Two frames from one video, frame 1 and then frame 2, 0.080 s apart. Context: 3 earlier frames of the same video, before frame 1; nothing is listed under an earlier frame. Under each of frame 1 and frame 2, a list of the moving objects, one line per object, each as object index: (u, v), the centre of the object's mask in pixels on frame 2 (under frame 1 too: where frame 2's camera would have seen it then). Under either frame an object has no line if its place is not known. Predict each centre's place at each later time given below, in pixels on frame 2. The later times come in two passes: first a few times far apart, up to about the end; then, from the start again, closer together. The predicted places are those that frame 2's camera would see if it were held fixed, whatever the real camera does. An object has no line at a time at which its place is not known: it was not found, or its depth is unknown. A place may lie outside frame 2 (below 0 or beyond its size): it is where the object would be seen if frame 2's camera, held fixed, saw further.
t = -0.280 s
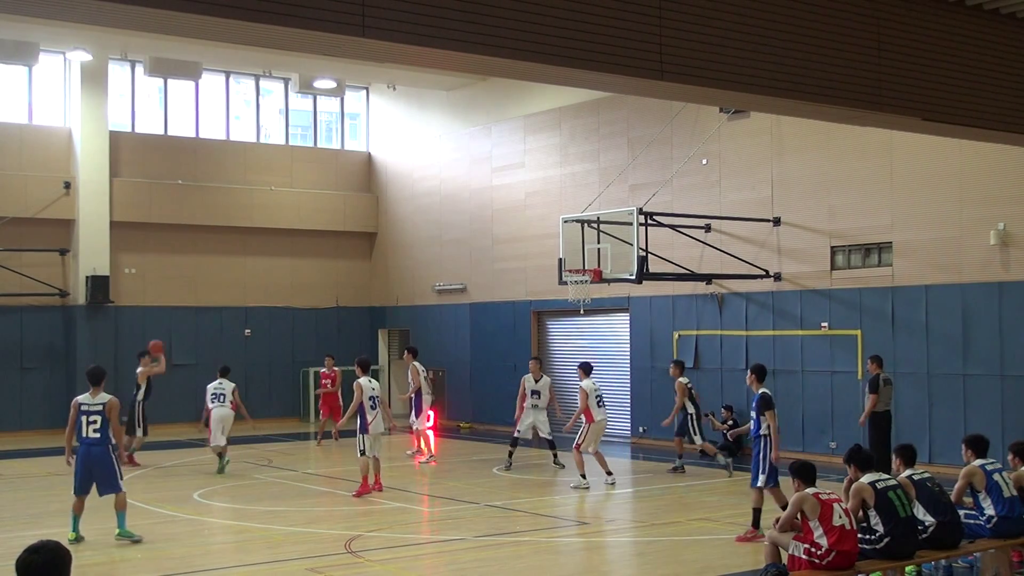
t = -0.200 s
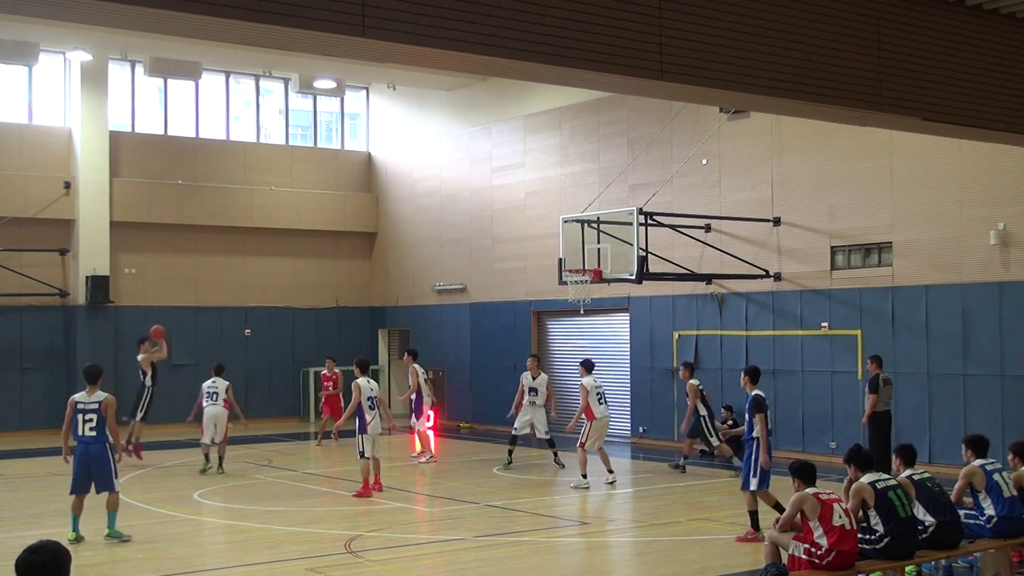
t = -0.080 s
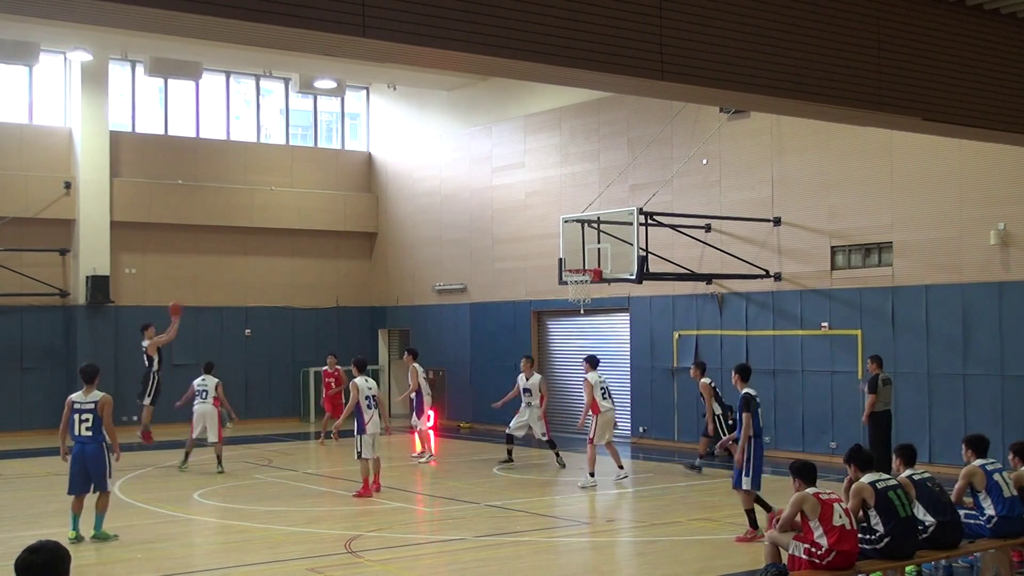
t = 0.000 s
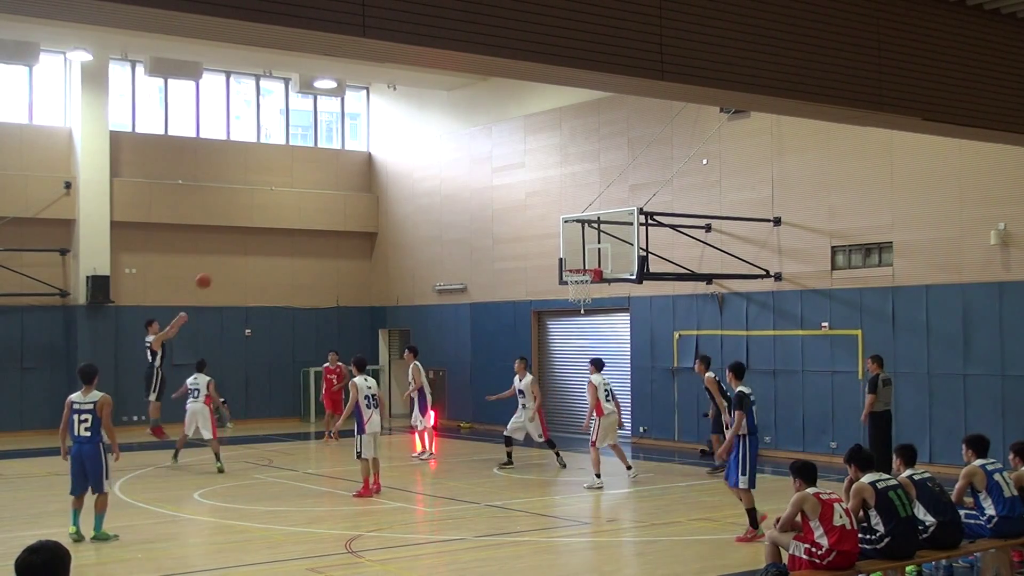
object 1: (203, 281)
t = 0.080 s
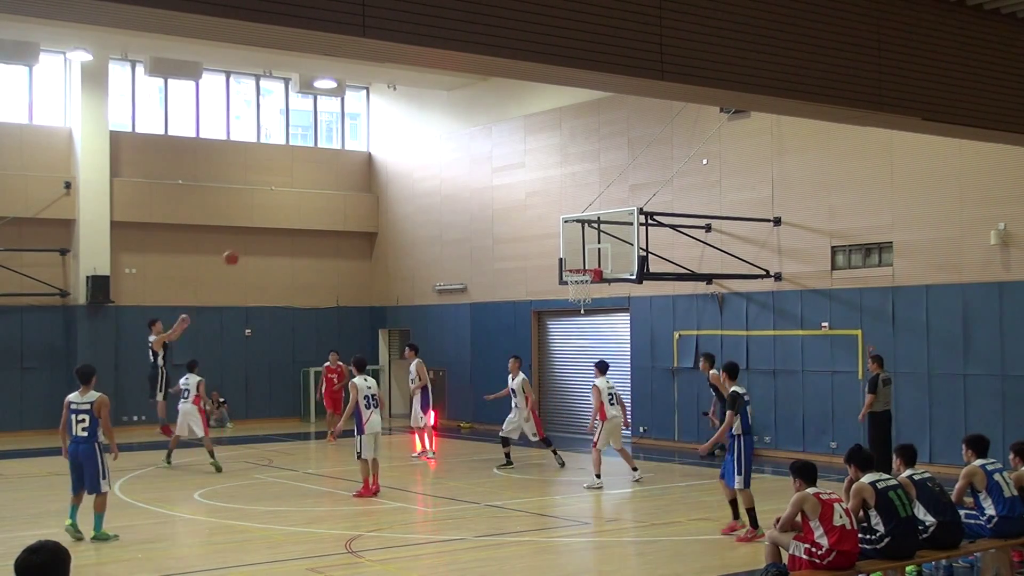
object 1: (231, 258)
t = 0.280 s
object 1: (302, 215)
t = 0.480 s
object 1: (372, 196)
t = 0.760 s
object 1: (473, 207)
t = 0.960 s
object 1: (545, 244)
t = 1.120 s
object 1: (591, 288)
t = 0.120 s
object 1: (245, 248)
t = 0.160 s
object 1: (259, 238)
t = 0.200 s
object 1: (273, 229)
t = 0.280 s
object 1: (302, 215)
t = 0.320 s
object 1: (316, 209)
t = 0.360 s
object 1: (330, 204)
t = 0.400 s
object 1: (344, 201)
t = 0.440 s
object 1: (358, 197)
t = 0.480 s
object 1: (372, 196)
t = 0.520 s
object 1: (386, 194)
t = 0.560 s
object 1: (401, 194)
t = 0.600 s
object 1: (415, 195)
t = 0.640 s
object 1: (430, 196)
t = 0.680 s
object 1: (444, 199)
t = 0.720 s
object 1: (458, 202)
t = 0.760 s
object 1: (473, 207)
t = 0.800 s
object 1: (487, 212)
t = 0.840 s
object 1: (502, 219)
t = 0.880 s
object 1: (516, 226)
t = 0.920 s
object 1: (531, 235)
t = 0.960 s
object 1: (545, 244)
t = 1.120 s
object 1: (591, 288)
